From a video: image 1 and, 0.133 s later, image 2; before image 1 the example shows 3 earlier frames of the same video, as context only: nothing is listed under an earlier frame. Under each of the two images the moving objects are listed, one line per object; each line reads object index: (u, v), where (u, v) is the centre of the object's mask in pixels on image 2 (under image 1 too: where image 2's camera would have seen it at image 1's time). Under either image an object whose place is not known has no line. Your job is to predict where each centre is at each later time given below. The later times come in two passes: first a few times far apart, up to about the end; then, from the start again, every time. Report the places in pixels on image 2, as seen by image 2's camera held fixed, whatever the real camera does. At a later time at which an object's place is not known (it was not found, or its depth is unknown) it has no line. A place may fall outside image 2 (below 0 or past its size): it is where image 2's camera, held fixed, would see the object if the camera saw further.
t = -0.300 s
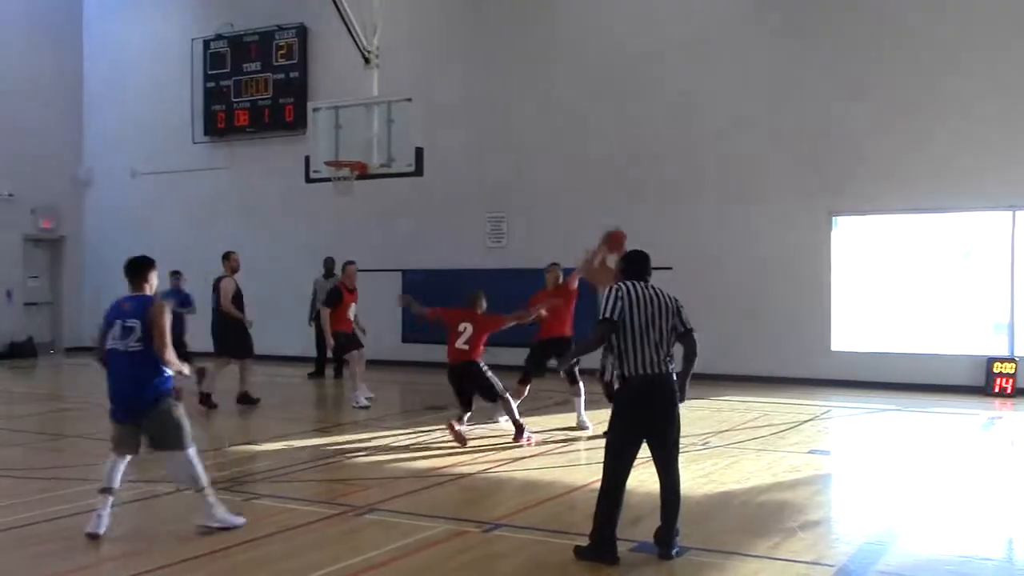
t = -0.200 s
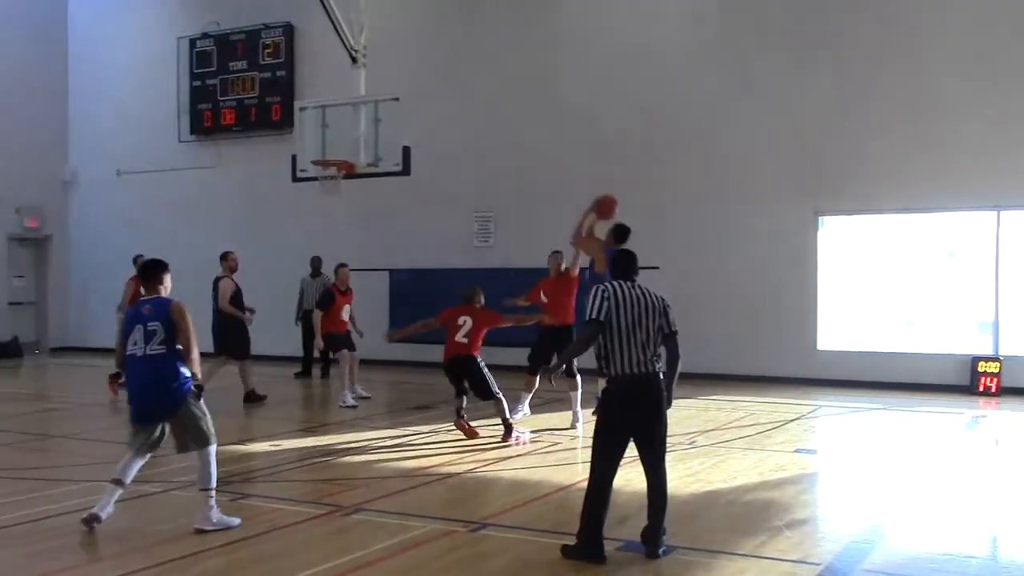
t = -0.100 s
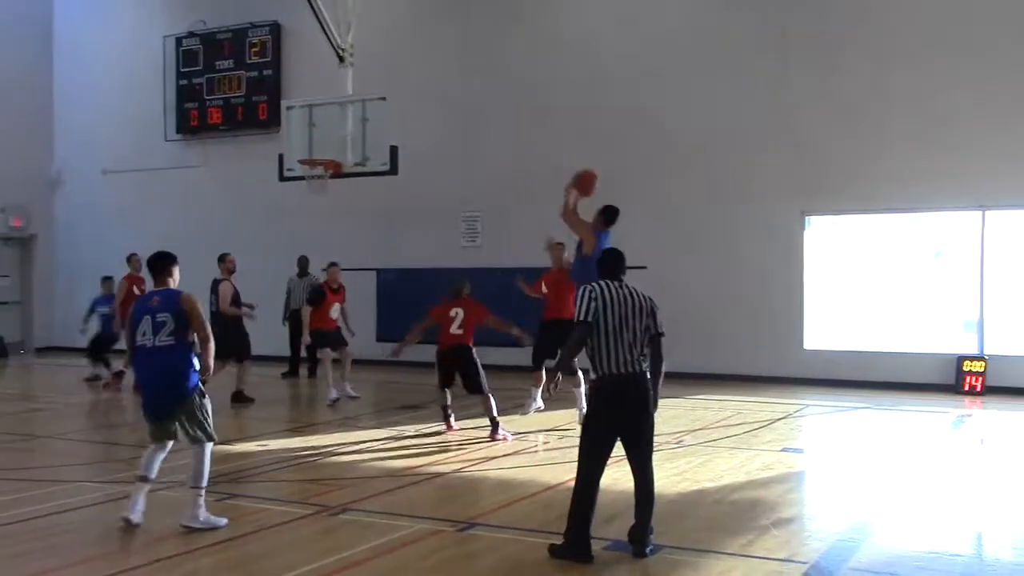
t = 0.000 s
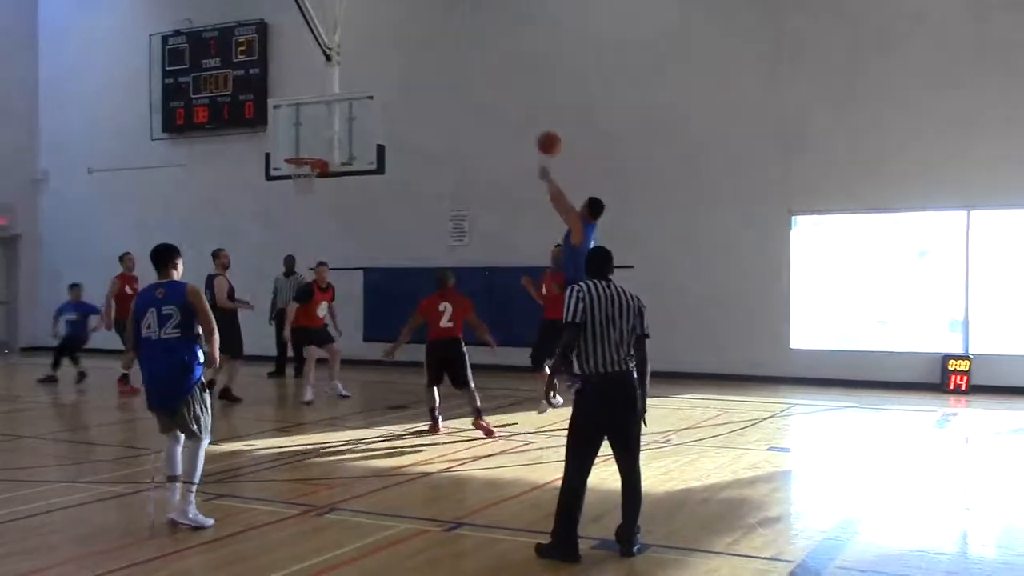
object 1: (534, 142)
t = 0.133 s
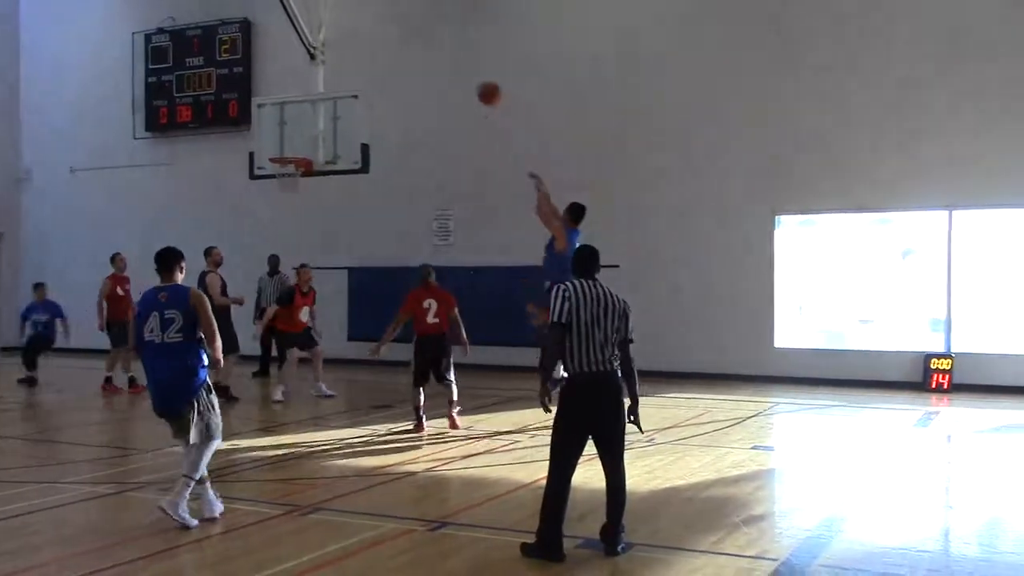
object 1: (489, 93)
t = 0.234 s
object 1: (458, 70)
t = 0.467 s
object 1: (394, 53)
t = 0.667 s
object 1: (347, 75)
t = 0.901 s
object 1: (299, 136)
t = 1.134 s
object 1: (275, 146)
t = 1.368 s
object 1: (255, 171)
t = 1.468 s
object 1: (238, 176)
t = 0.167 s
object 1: (478, 84)
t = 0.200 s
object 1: (468, 76)
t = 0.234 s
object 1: (458, 70)
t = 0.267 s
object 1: (448, 64)
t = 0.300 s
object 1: (439, 60)
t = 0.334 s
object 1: (430, 56)
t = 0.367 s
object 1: (420, 54)
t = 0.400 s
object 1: (411, 53)
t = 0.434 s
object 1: (403, 52)
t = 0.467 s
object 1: (394, 53)
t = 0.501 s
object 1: (386, 54)
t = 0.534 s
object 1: (378, 56)
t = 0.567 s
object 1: (370, 60)
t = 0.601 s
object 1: (362, 64)
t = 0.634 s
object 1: (355, 69)
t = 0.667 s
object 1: (347, 75)
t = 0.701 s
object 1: (340, 81)
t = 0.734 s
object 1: (333, 89)
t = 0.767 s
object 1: (325, 96)
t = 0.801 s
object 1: (319, 105)
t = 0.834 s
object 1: (311, 115)
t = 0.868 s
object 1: (305, 126)
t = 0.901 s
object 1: (299, 136)
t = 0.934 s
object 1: (292, 147)
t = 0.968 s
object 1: (289, 148)
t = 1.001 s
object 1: (286, 146)
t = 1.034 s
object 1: (283, 145)
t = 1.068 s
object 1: (280, 145)
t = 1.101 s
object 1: (278, 145)
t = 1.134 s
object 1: (275, 146)
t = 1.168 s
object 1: (273, 149)
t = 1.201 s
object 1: (270, 152)
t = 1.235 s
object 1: (267, 155)
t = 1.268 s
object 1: (263, 160)
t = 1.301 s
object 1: (261, 165)
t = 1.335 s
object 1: (261, 170)
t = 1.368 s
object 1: (255, 171)
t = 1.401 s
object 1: (248, 173)
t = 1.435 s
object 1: (244, 174)
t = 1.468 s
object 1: (238, 176)
